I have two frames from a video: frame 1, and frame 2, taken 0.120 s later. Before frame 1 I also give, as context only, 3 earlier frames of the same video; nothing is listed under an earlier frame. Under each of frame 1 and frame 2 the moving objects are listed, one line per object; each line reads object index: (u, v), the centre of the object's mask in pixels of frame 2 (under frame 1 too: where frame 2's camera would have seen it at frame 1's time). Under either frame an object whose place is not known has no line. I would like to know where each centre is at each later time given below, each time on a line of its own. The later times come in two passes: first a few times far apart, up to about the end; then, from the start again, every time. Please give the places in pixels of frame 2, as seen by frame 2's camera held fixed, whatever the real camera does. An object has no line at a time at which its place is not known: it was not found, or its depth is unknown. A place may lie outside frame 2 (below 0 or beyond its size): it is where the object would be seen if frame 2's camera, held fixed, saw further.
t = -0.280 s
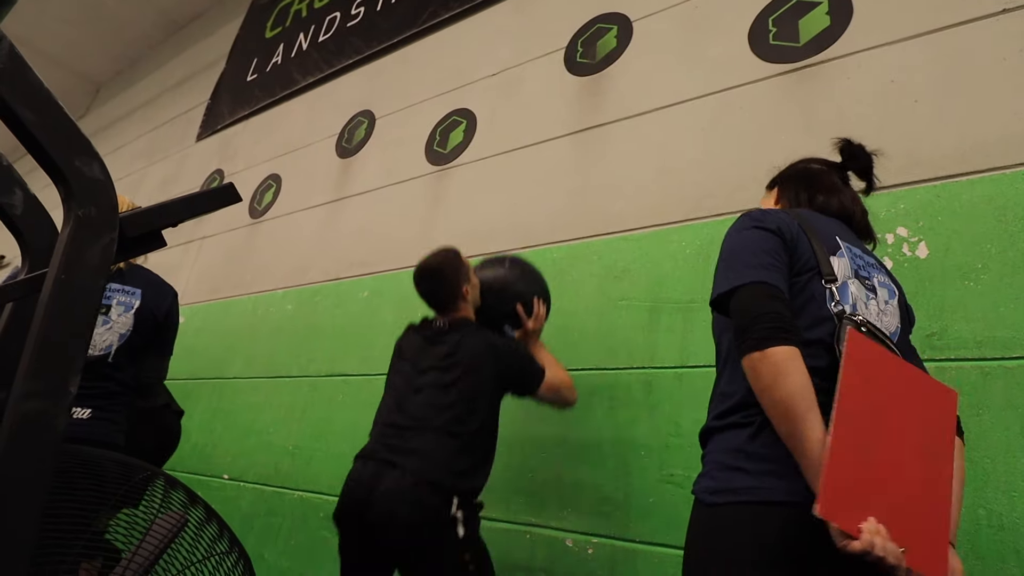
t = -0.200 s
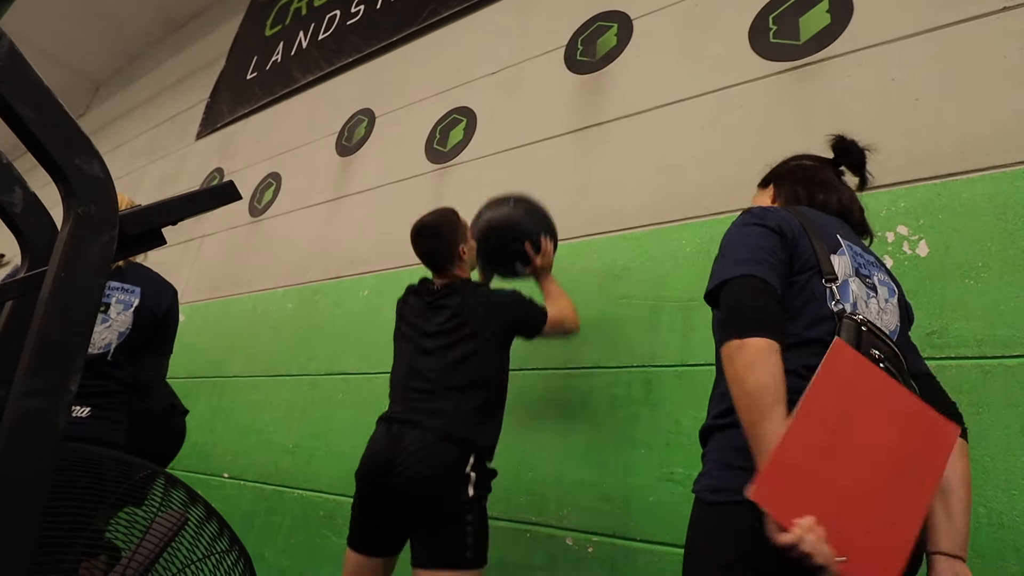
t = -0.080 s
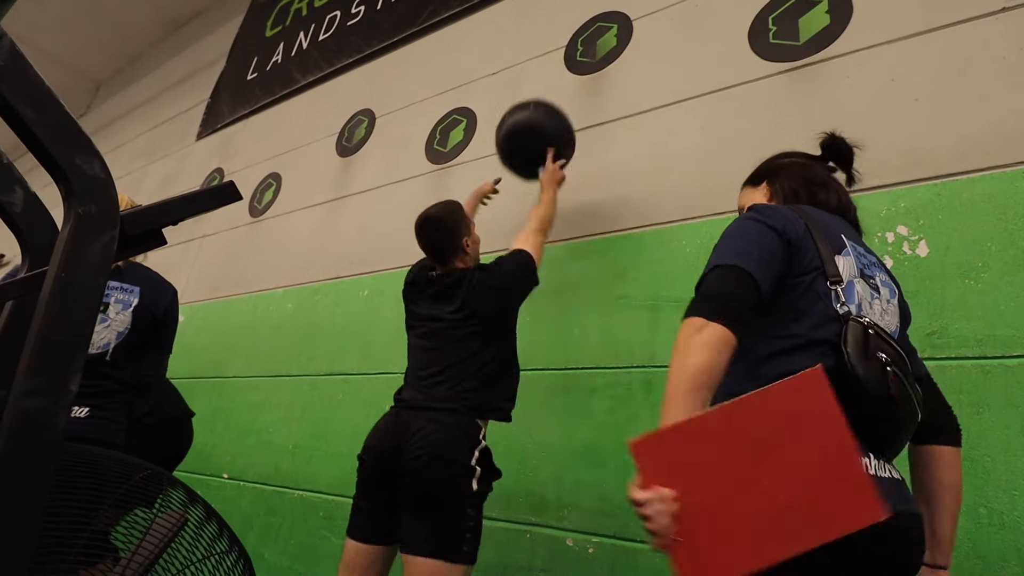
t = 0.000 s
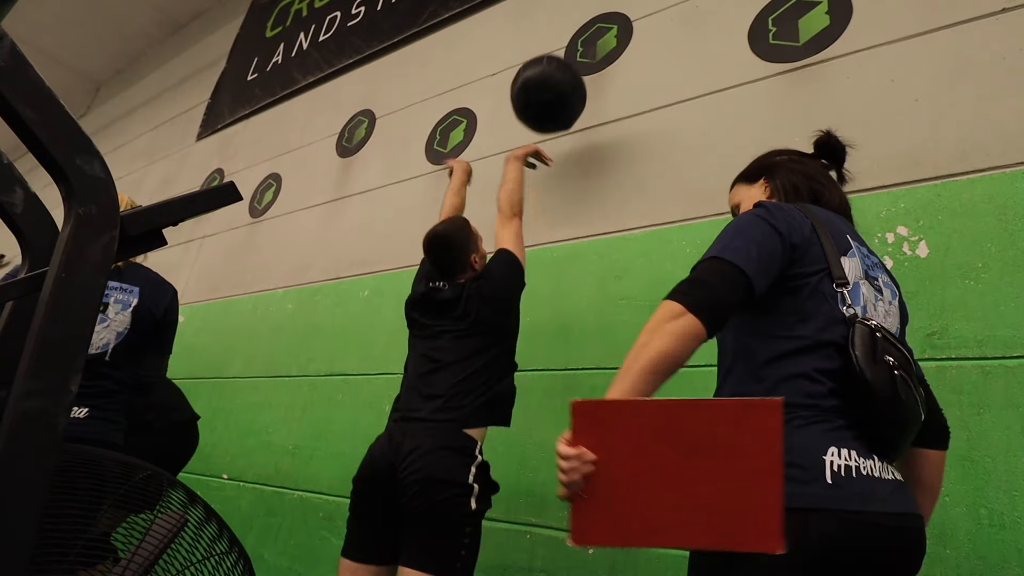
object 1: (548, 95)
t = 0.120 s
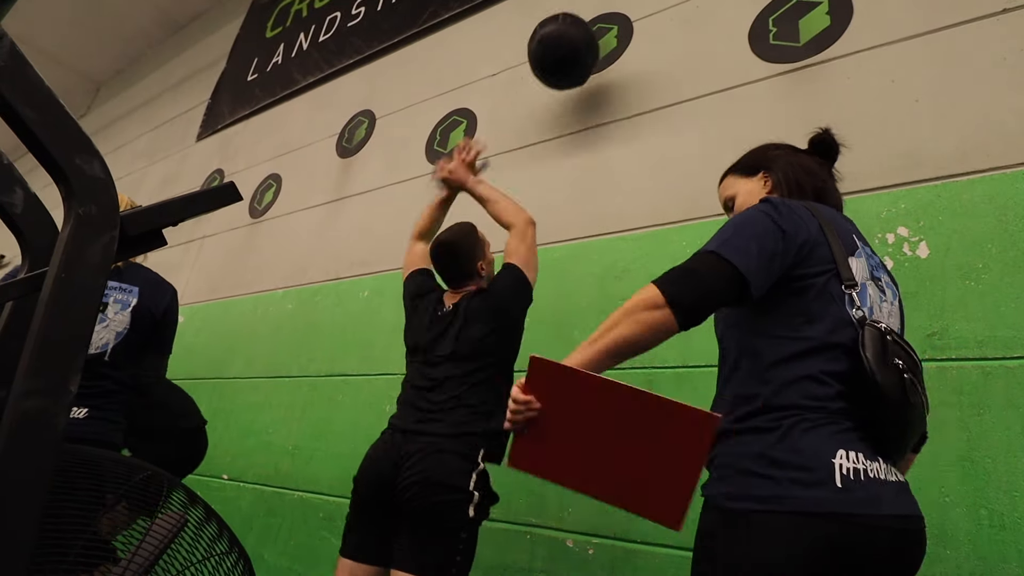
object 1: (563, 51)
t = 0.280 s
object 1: (576, 34)
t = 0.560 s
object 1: (571, 63)
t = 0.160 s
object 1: (567, 43)
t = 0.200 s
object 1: (571, 37)
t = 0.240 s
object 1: (574, 34)
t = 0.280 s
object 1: (576, 34)
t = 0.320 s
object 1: (579, 36)
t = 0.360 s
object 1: (581, 38)
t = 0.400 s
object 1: (580, 39)
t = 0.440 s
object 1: (578, 41)
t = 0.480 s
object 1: (577, 45)
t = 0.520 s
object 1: (574, 52)
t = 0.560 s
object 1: (571, 63)
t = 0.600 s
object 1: (569, 75)
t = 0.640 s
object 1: (565, 91)
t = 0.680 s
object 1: (561, 110)
